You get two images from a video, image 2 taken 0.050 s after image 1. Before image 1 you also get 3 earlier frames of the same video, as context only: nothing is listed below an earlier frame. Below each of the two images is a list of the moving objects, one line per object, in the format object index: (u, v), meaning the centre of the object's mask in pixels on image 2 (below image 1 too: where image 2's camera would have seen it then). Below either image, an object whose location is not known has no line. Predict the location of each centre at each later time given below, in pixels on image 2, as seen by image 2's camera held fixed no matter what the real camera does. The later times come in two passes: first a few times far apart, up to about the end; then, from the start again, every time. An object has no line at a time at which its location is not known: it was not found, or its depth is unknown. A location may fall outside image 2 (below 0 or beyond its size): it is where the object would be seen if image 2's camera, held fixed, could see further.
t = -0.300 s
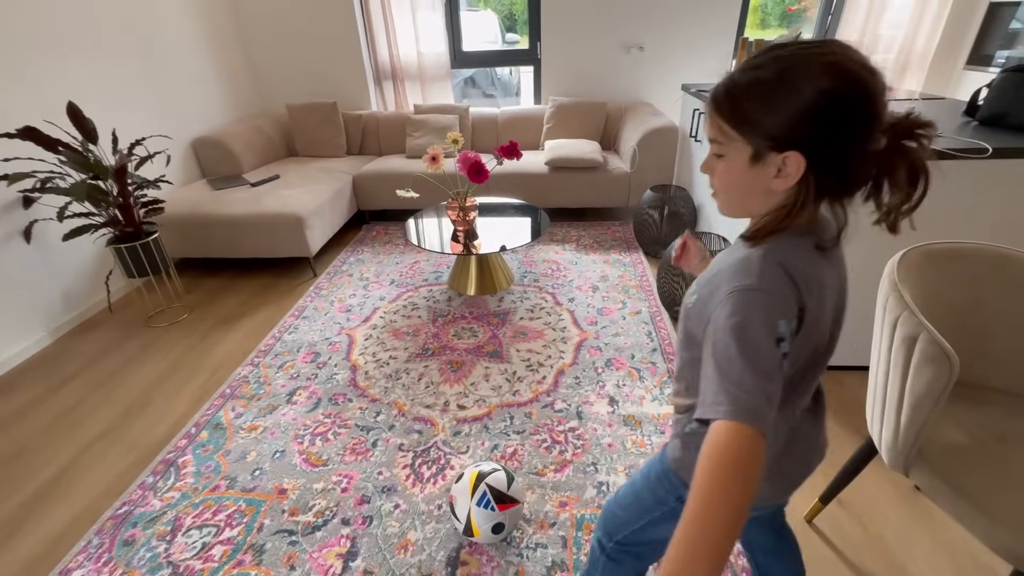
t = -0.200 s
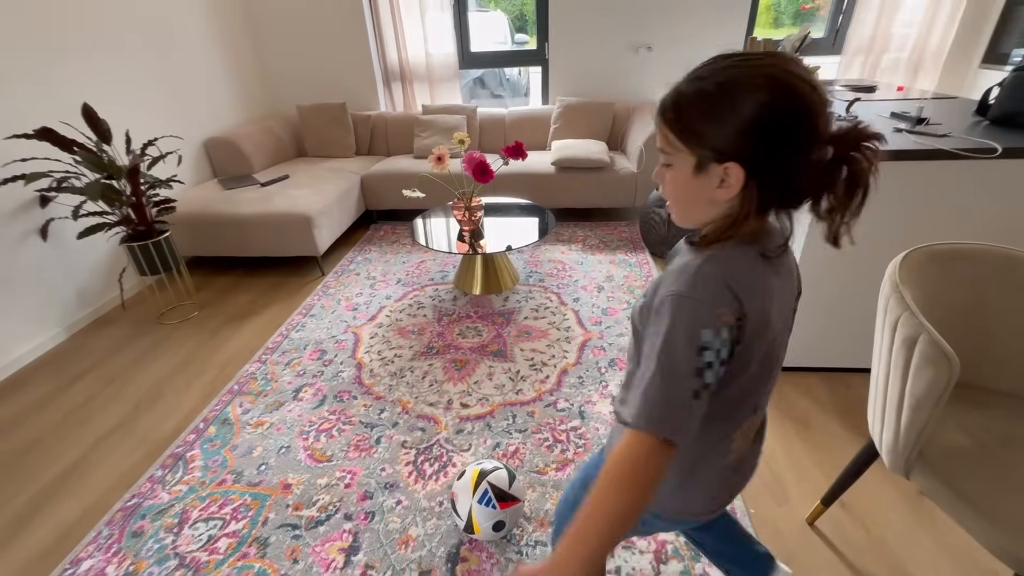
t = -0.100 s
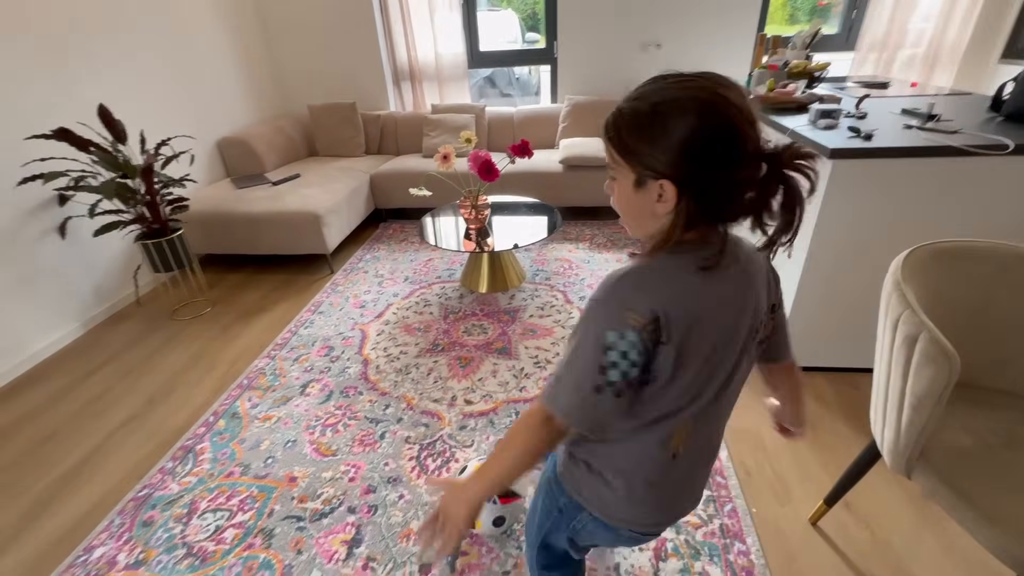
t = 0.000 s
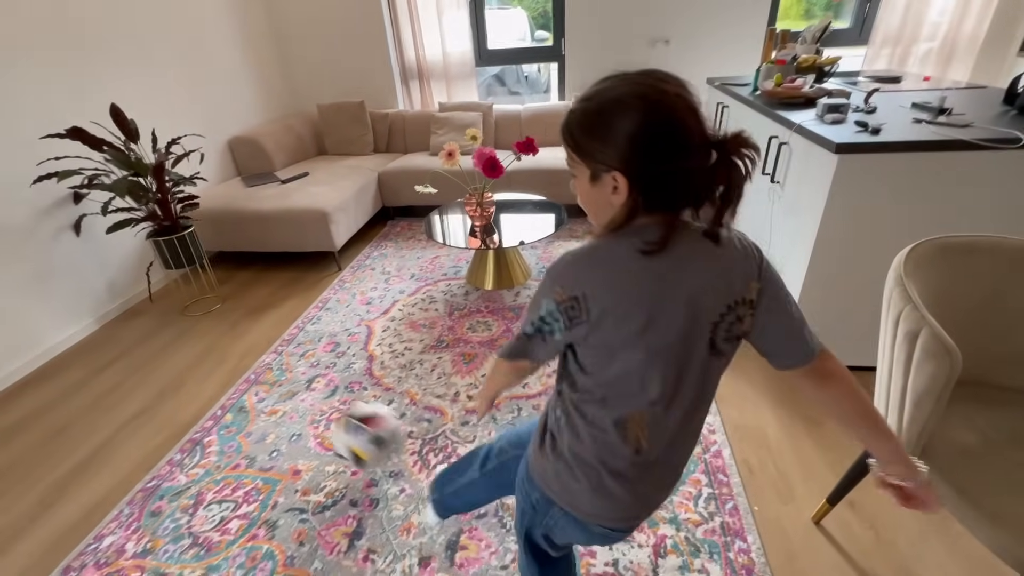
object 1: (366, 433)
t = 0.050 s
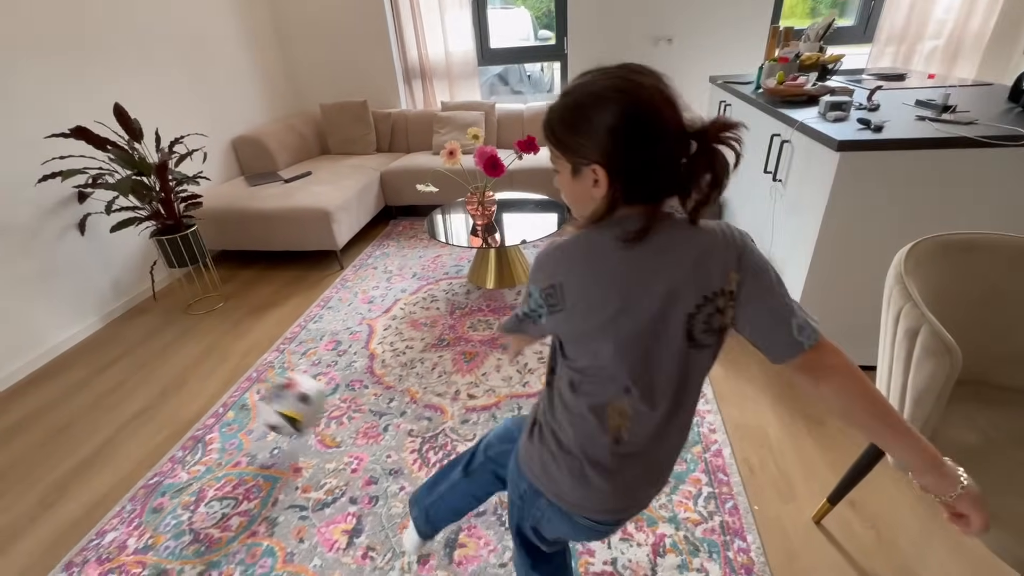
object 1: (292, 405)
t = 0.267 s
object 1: (97, 338)
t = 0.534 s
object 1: (244, 304)
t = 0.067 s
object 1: (271, 397)
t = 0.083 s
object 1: (250, 392)
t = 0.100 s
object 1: (233, 387)
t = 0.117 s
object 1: (217, 383)
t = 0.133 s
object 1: (201, 378)
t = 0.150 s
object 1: (185, 375)
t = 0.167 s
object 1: (171, 371)
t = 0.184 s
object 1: (157, 363)
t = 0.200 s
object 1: (143, 357)
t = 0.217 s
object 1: (131, 352)
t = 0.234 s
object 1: (118, 345)
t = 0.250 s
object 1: (107, 341)
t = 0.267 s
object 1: (97, 338)
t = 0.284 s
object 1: (86, 334)
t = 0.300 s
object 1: (76, 331)
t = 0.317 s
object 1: (68, 329)
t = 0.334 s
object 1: (72, 325)
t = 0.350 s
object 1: (87, 321)
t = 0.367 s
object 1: (98, 316)
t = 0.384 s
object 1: (113, 313)
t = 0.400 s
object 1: (128, 310)
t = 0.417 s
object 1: (143, 308)
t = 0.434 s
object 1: (157, 306)
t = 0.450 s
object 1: (170, 304)
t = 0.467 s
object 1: (184, 302)
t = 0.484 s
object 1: (199, 302)
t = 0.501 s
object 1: (213, 302)
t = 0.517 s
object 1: (230, 303)
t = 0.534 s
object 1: (244, 304)
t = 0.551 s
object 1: (258, 306)
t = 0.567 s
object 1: (271, 305)
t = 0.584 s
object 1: (280, 302)
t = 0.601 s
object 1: (289, 297)
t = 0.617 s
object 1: (298, 295)
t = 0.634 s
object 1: (307, 293)
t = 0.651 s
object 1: (316, 291)
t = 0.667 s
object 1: (325, 290)
